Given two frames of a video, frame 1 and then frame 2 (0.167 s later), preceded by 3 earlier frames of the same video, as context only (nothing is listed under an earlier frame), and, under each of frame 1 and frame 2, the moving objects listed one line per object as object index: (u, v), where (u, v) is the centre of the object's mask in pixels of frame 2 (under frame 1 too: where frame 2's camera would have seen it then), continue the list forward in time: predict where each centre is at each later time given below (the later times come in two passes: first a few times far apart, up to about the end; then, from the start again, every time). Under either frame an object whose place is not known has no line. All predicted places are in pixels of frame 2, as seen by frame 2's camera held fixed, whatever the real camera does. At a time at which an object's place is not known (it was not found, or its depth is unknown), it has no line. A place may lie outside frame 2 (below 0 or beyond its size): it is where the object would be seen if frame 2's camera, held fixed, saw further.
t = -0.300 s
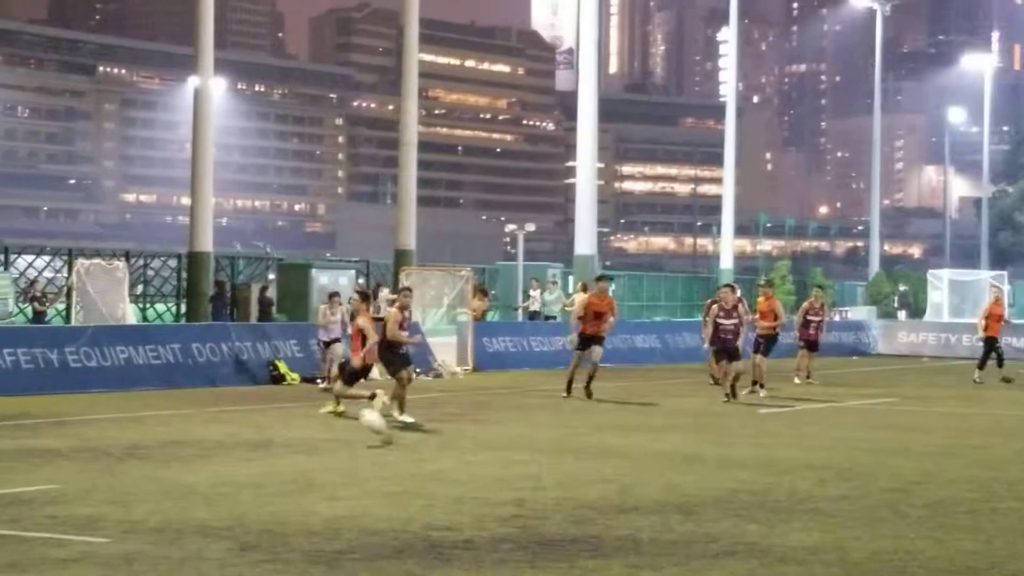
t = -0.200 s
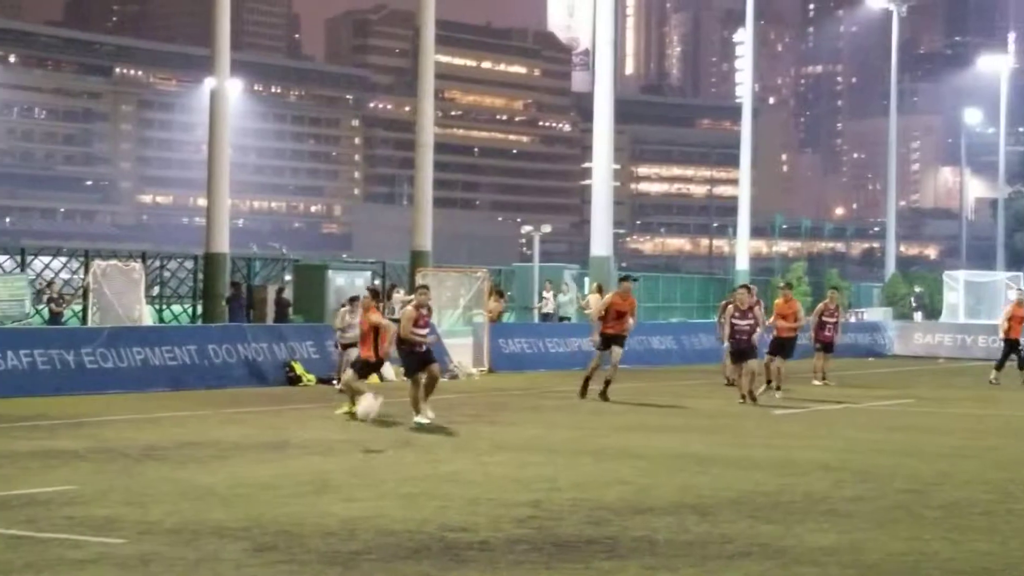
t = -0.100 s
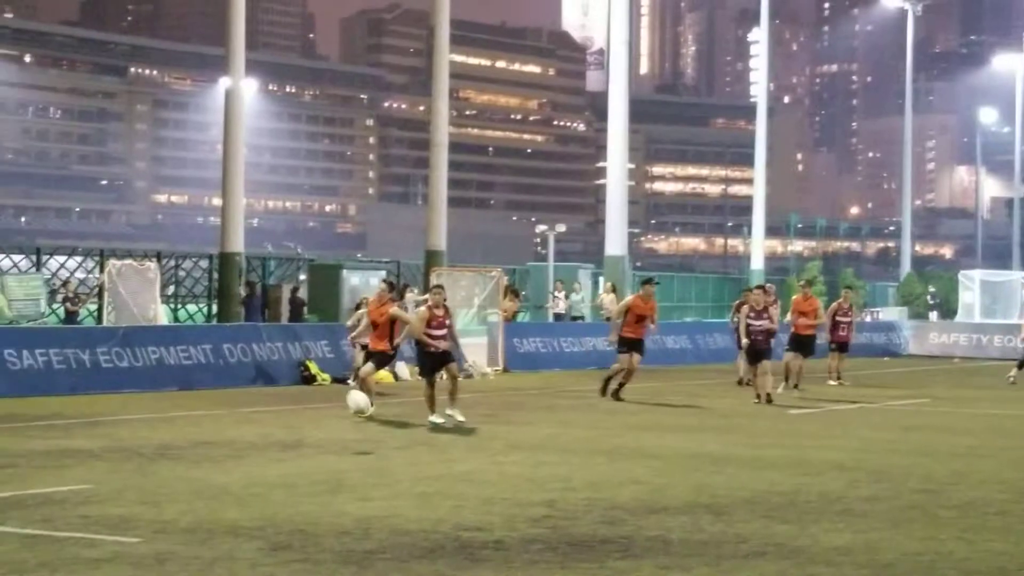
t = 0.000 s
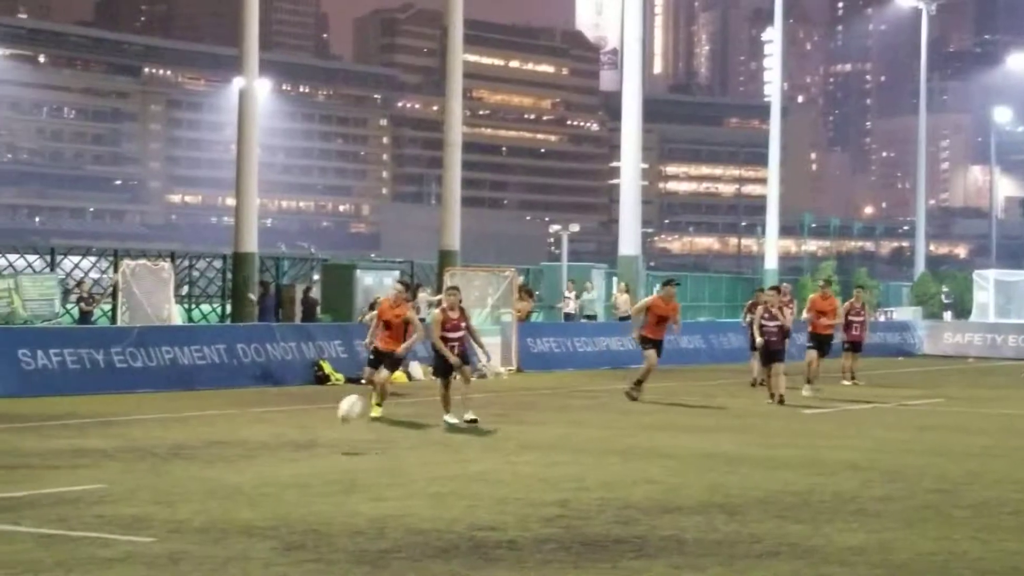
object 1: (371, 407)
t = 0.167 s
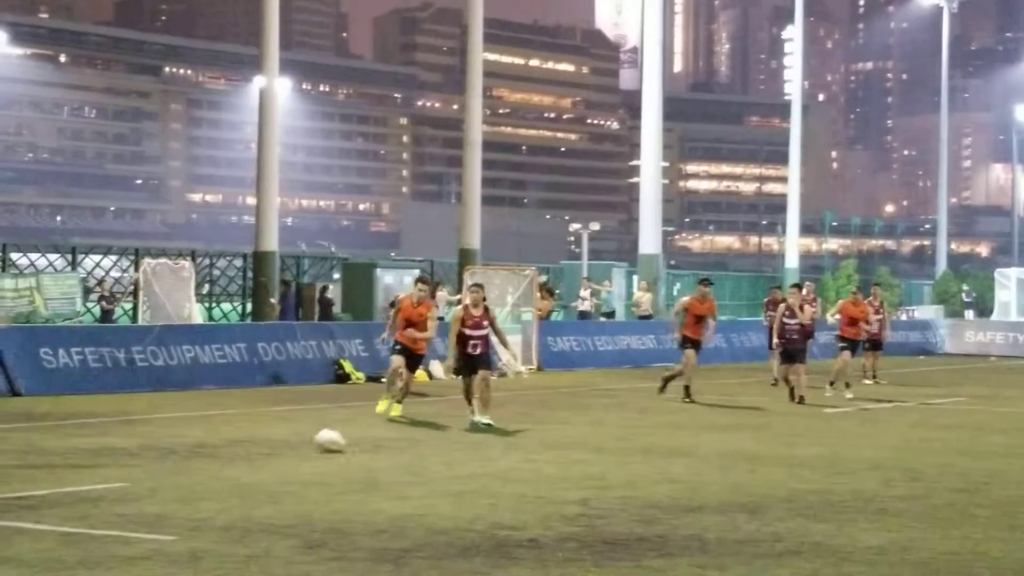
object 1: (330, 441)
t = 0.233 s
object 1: (315, 437)
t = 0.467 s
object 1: (256, 438)
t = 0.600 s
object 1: (220, 441)
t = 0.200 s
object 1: (324, 440)
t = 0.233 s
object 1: (315, 437)
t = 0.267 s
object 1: (307, 432)
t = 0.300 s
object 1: (298, 429)
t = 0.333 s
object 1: (290, 428)
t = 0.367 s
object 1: (282, 429)
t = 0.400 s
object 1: (273, 430)
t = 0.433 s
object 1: (266, 433)
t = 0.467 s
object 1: (256, 438)
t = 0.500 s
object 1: (248, 444)
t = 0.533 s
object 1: (239, 448)
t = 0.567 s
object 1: (229, 446)
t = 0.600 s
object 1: (220, 441)
